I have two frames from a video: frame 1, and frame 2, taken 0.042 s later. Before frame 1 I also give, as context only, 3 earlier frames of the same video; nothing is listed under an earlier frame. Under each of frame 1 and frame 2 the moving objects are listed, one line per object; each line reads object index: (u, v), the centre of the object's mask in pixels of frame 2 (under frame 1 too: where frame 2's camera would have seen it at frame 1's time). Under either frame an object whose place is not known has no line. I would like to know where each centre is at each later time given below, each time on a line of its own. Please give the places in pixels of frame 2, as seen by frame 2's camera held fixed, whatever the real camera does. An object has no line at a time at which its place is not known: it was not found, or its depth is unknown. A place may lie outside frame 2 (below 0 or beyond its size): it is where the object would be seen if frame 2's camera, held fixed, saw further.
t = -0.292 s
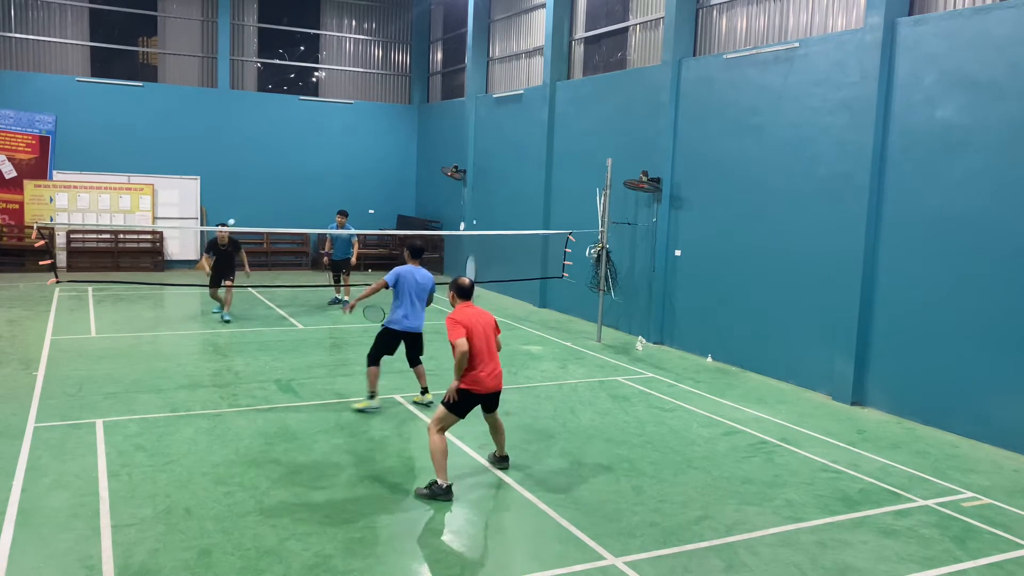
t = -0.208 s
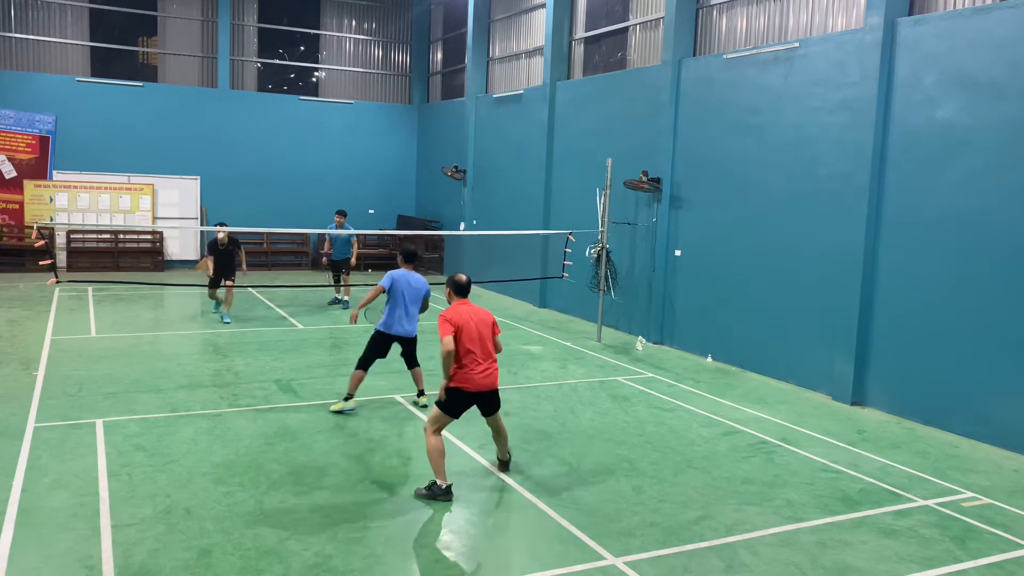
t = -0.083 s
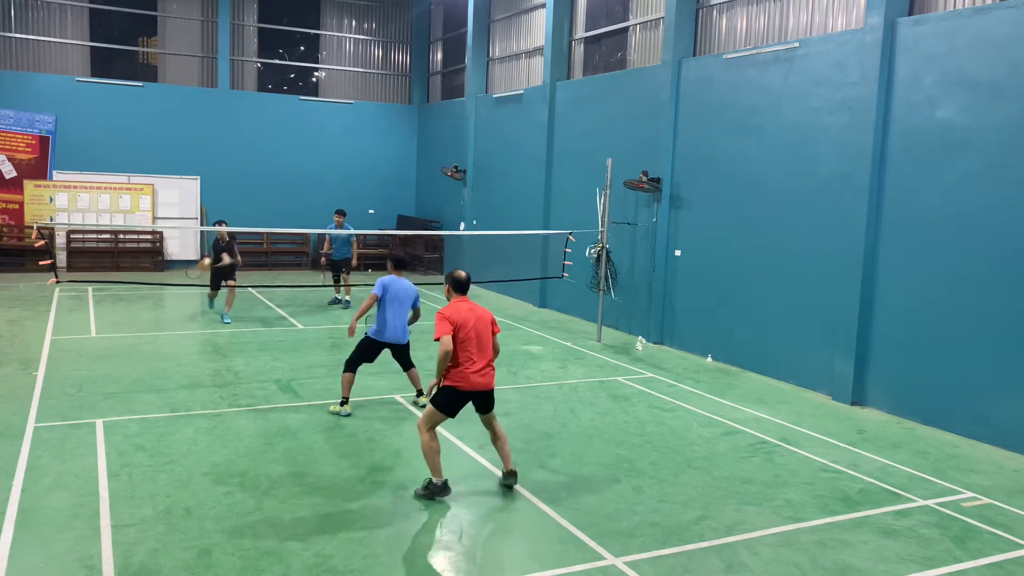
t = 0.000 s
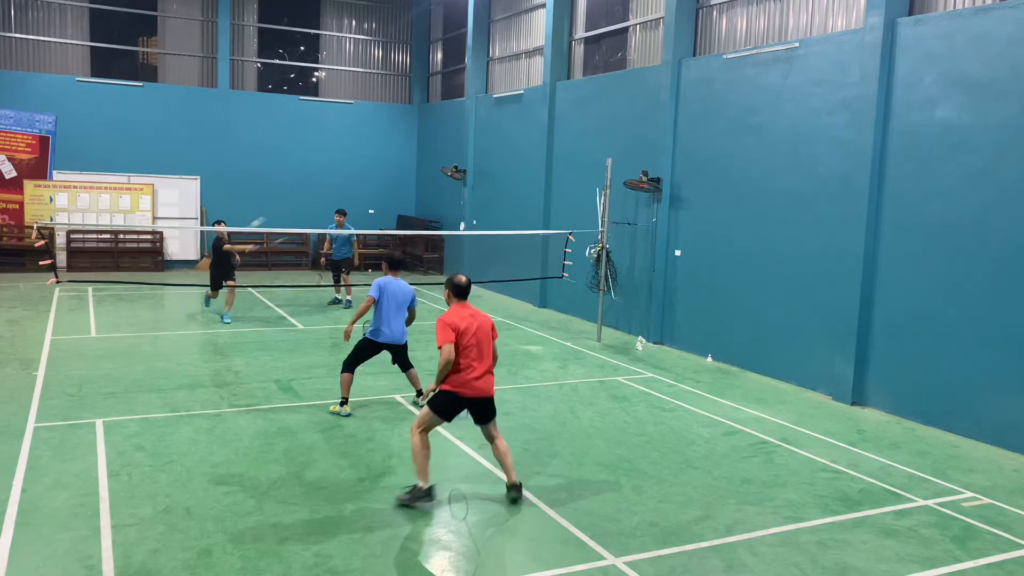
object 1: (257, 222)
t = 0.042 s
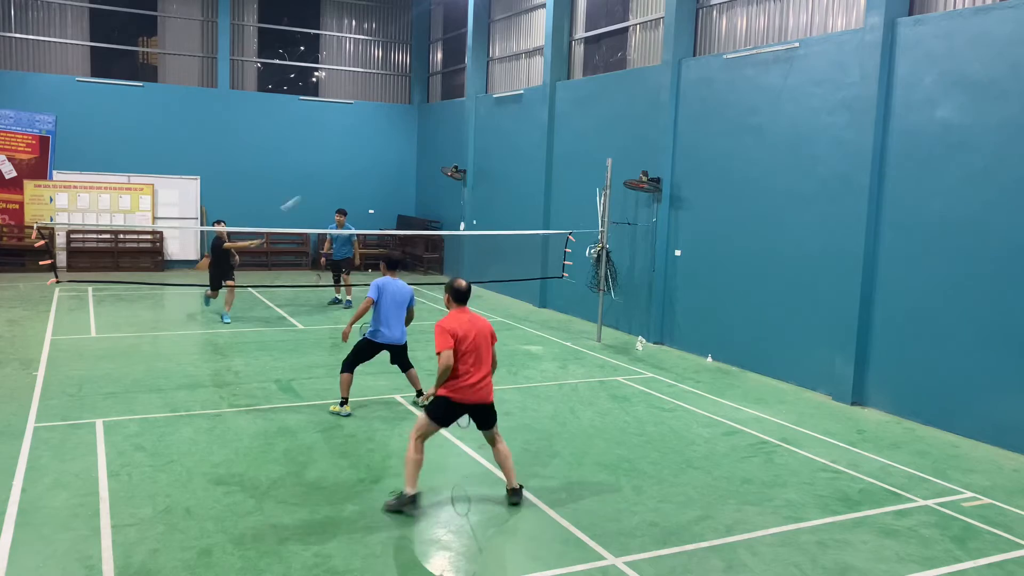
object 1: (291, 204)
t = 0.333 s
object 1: (480, 109)
